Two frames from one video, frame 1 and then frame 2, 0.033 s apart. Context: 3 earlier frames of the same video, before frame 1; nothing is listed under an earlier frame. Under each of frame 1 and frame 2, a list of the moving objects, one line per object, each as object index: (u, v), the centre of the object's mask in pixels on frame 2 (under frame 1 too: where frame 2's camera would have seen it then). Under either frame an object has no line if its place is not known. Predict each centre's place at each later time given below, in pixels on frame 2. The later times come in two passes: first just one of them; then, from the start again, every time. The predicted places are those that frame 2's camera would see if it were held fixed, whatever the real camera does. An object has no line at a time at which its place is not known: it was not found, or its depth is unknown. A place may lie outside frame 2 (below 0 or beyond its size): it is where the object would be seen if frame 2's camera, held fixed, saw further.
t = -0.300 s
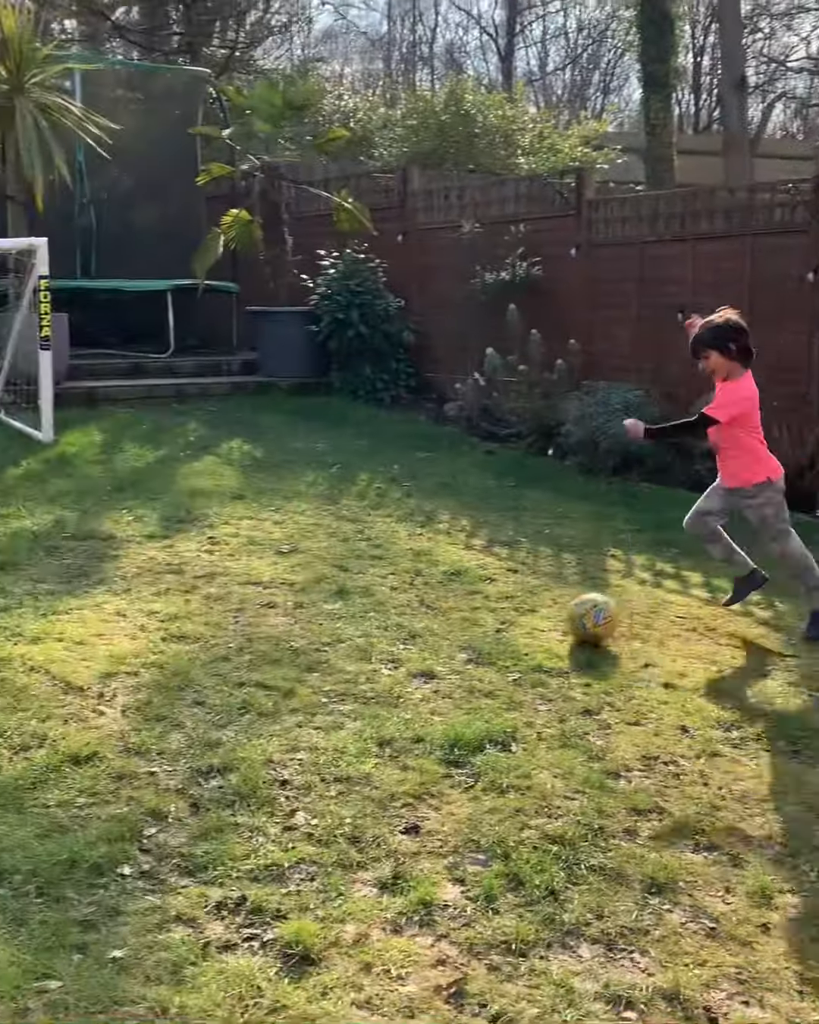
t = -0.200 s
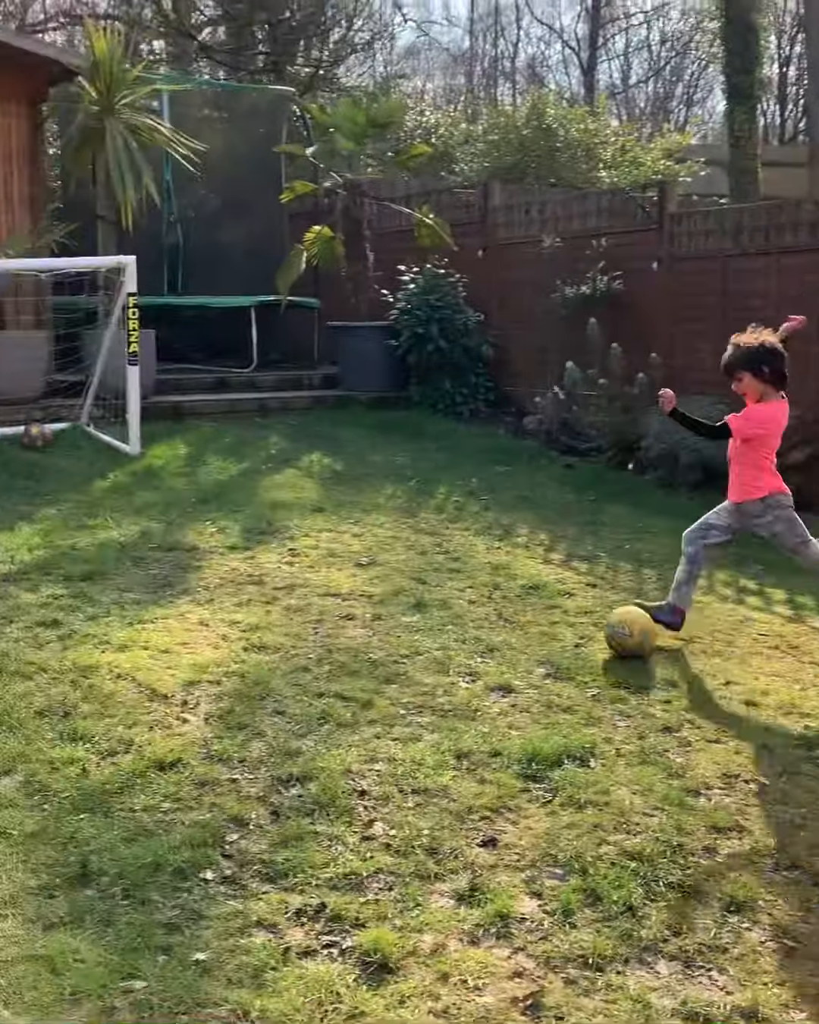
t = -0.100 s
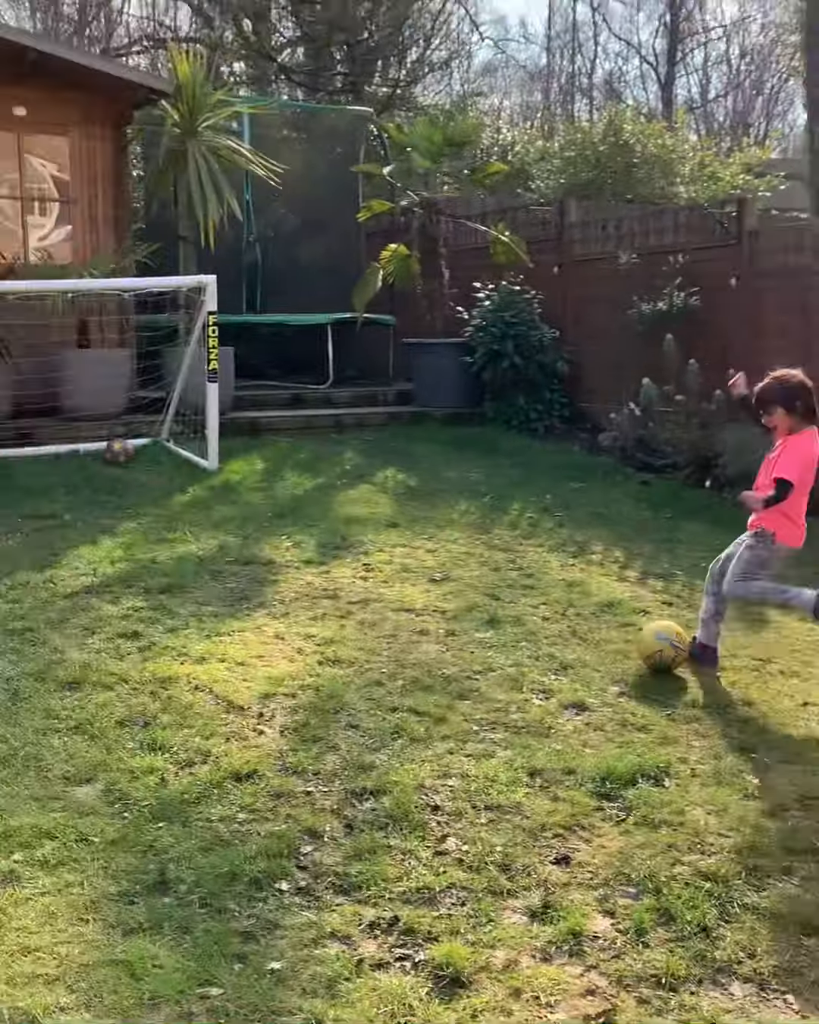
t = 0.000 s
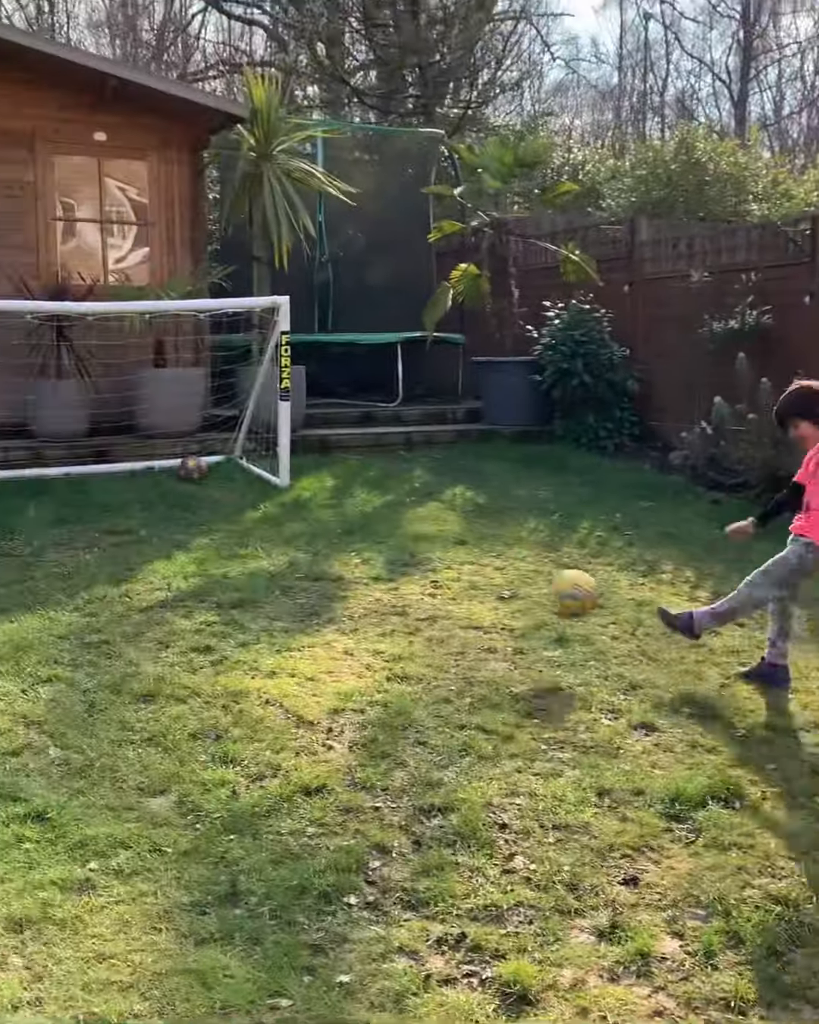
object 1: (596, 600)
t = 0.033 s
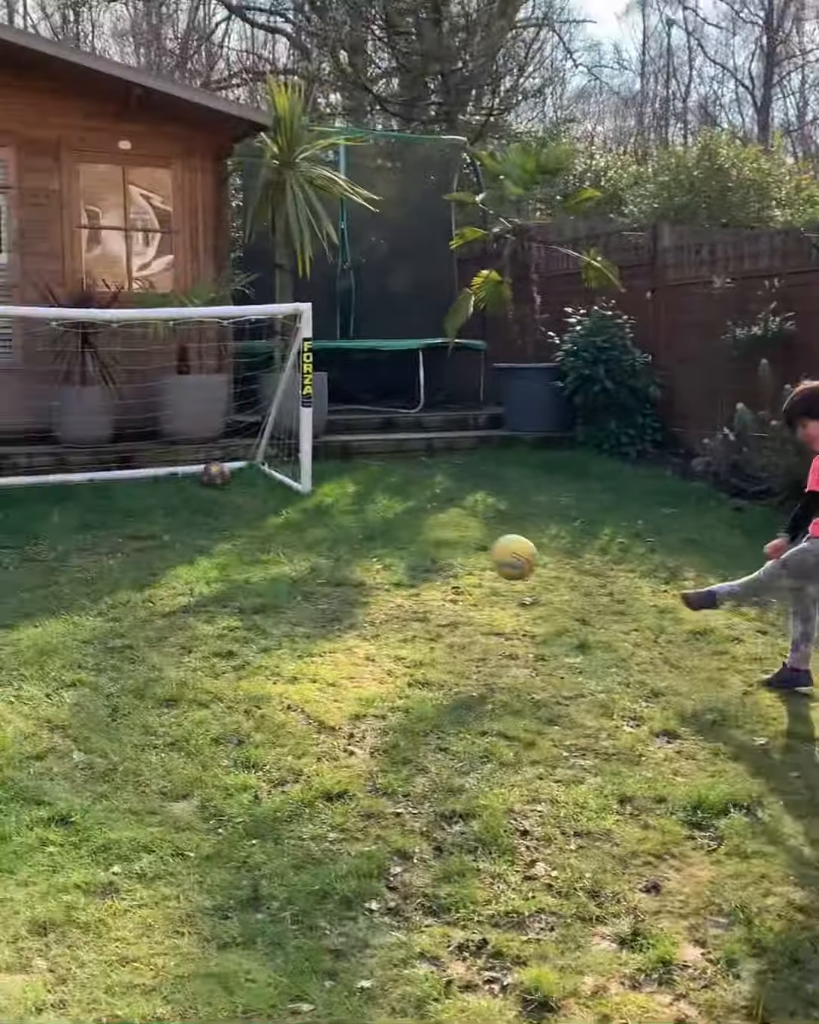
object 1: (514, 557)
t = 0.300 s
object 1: (44, 379)
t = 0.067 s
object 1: (440, 517)
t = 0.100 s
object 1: (372, 488)
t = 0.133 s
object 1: (307, 462)
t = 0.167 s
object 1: (248, 439)
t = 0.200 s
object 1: (193, 419)
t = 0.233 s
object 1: (141, 405)
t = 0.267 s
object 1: (91, 390)
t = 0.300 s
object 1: (44, 379)
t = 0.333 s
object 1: (1, 370)
